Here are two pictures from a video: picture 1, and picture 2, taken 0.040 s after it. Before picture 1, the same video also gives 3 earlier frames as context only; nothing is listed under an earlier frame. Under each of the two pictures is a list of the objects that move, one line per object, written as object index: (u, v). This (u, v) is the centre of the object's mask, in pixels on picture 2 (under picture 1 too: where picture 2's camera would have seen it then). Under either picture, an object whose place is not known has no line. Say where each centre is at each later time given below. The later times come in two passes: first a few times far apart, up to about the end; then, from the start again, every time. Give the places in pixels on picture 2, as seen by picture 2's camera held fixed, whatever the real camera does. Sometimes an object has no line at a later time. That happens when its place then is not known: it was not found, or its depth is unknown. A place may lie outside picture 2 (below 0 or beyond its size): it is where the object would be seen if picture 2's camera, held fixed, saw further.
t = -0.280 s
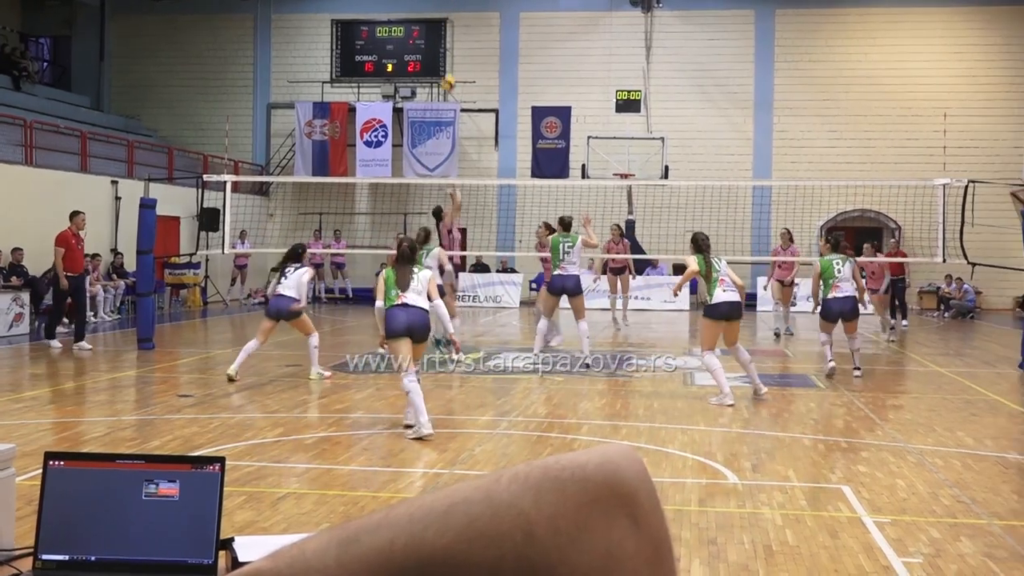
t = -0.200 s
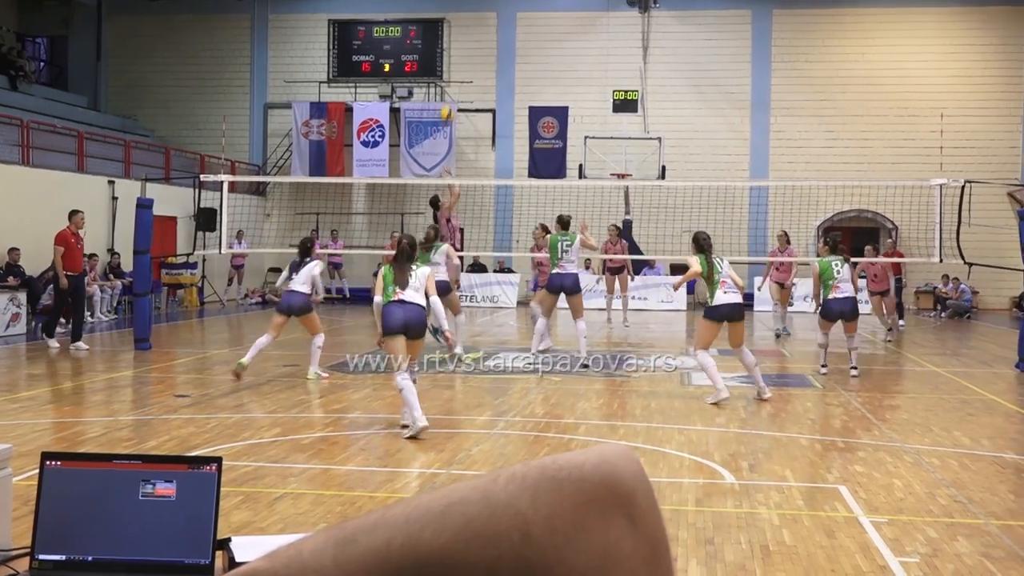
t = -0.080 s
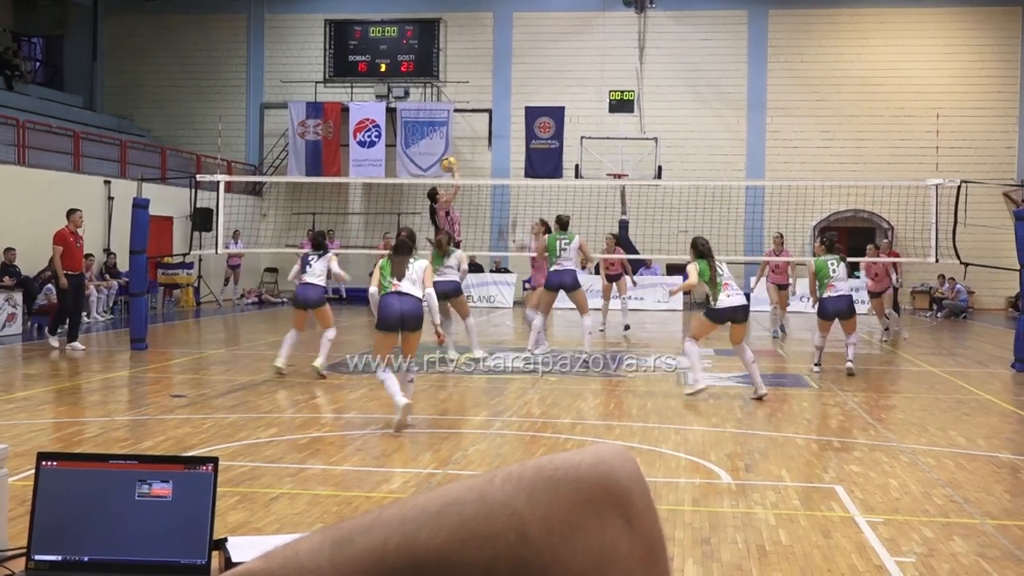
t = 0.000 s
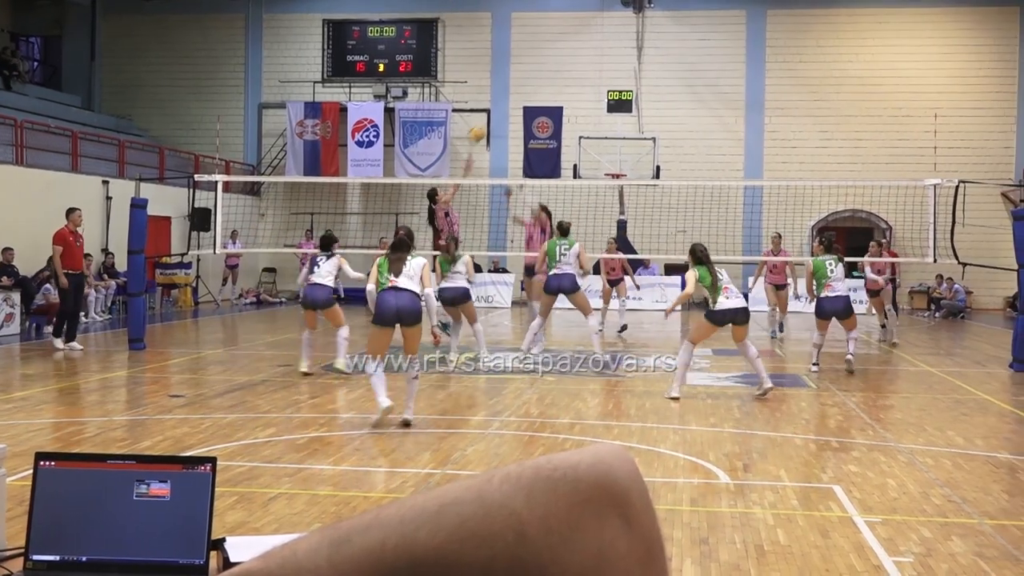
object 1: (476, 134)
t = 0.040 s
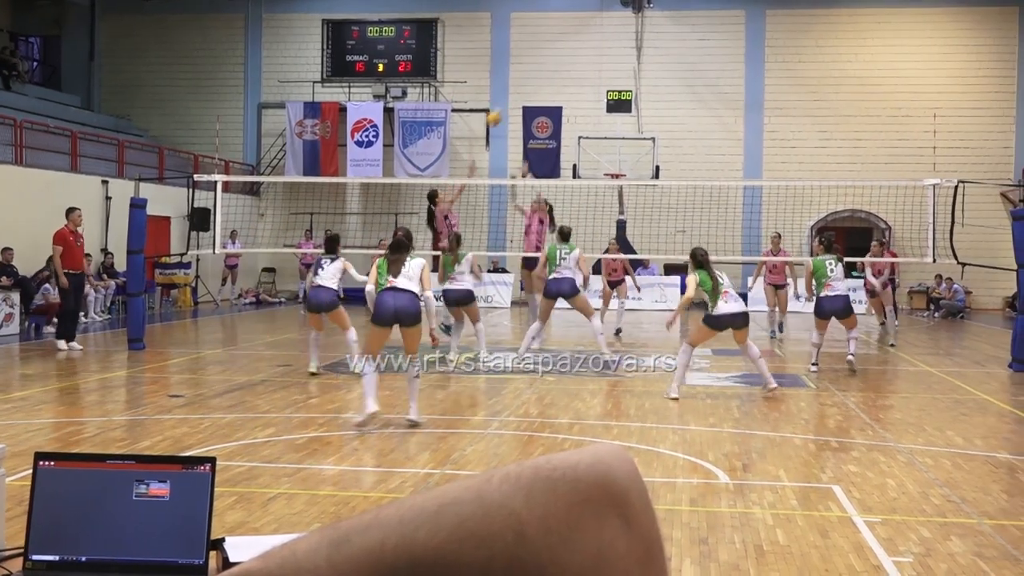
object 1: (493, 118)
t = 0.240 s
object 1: (581, 62)
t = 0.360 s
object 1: (633, 42)
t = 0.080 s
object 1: (512, 104)
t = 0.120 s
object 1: (529, 91)
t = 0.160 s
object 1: (546, 79)
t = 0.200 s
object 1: (564, 70)
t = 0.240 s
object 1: (581, 62)
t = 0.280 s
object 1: (598, 53)
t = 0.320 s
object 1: (615, 47)
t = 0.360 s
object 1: (633, 42)
